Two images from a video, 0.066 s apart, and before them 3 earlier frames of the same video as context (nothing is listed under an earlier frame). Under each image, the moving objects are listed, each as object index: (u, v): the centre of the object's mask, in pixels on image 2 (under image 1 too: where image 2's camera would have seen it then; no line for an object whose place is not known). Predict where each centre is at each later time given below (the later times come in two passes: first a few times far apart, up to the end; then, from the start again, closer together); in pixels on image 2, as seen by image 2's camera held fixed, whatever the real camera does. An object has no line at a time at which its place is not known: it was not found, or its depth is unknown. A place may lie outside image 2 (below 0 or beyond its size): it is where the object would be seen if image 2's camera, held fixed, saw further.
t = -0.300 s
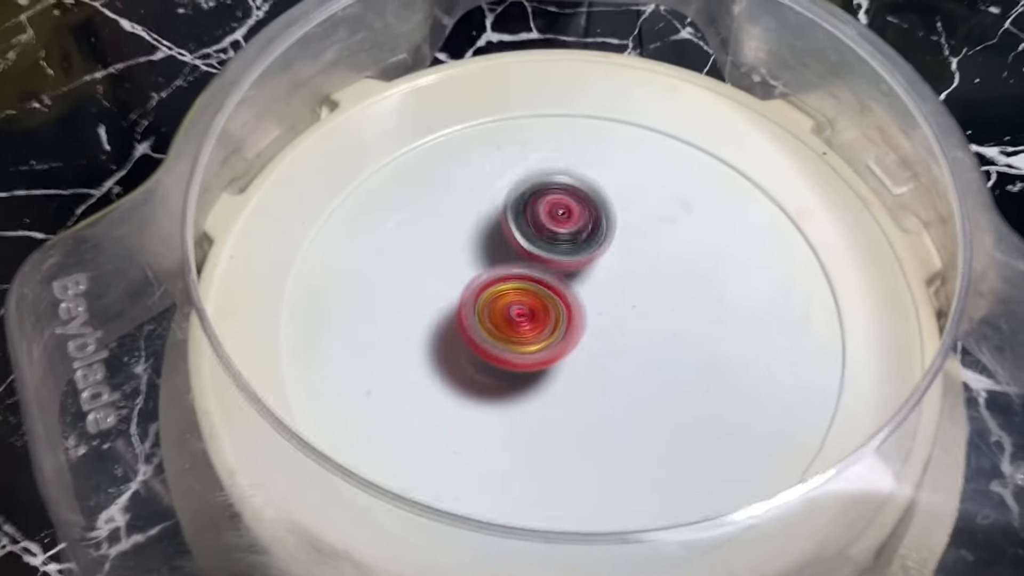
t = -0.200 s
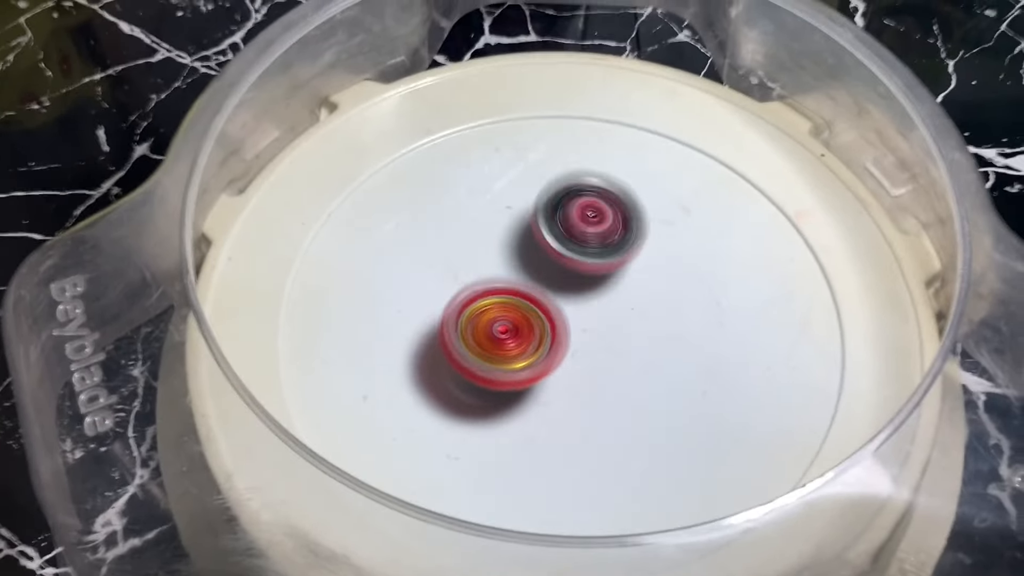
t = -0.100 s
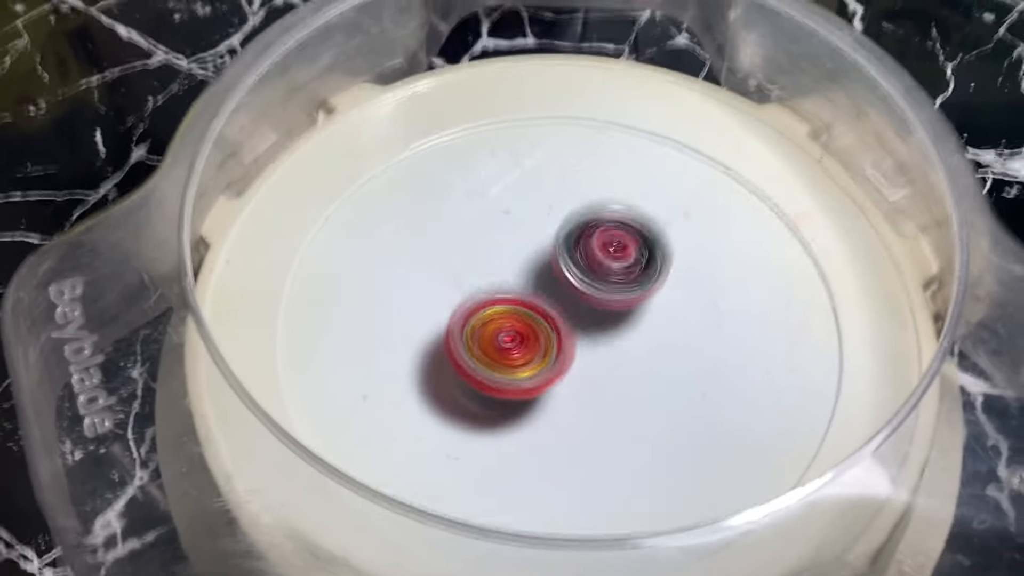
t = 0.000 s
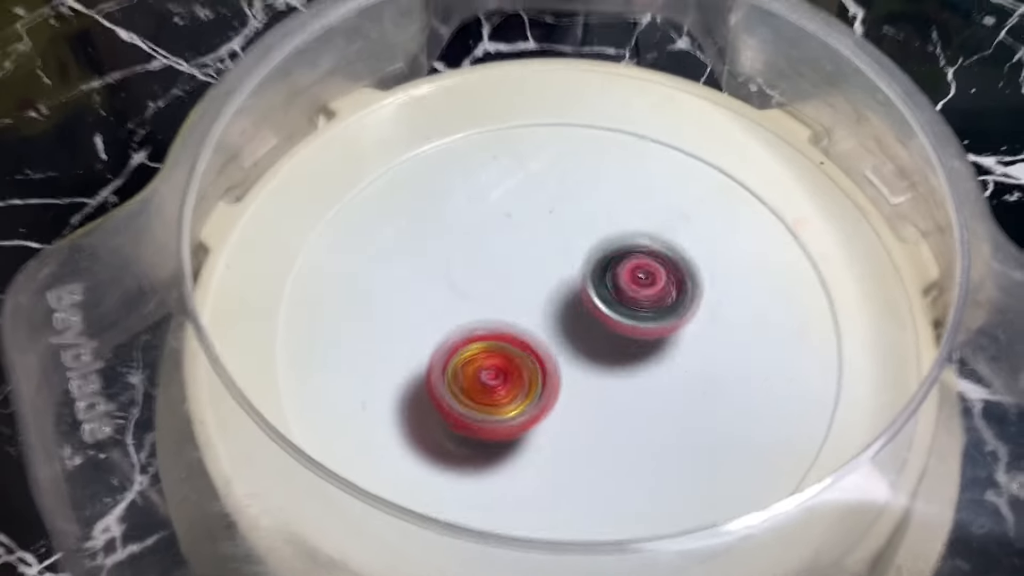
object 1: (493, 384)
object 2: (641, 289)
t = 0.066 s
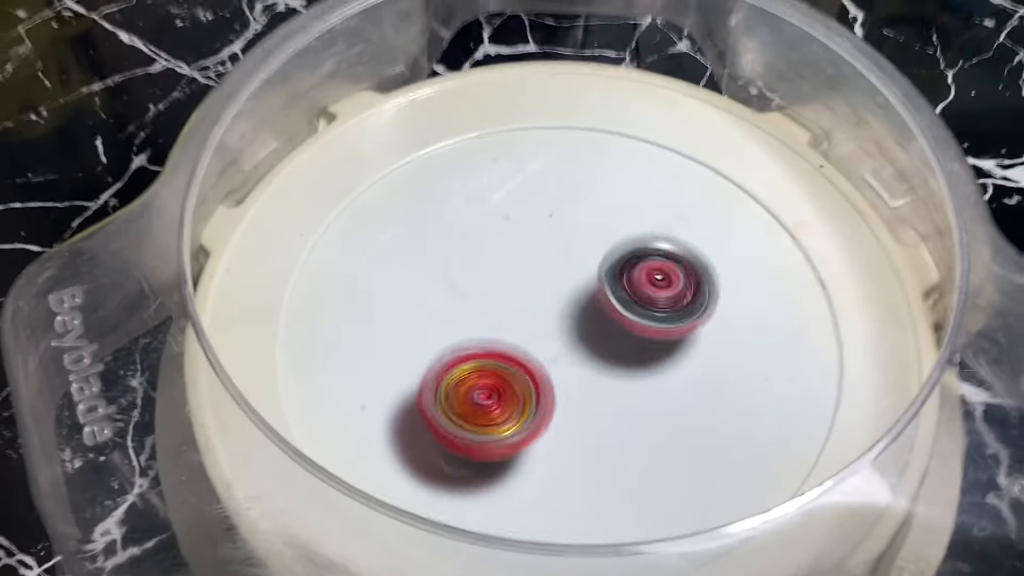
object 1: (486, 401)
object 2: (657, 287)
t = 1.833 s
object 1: (426, 338)
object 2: (574, 276)
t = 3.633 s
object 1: (453, 323)
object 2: (710, 245)
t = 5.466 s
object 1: (458, 303)
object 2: (583, 294)
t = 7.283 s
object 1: (484, 332)
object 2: (598, 279)
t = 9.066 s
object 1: (500, 360)
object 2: (585, 277)
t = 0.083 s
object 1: (486, 401)
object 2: (658, 286)
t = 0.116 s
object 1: (493, 401)
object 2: (659, 292)
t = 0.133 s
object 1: (499, 401)
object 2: (657, 292)
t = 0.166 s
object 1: (513, 396)
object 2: (654, 297)
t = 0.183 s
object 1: (519, 395)
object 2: (649, 301)
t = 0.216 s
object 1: (531, 387)
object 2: (639, 306)
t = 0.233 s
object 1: (533, 388)
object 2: (634, 314)
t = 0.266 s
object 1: (503, 412)
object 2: (665, 283)
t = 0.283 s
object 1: (490, 423)
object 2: (682, 265)
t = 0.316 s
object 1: (472, 440)
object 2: (705, 232)
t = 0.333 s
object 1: (465, 449)
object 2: (714, 215)
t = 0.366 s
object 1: (456, 461)
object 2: (728, 193)
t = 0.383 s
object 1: (455, 466)
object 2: (734, 189)
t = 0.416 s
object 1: (459, 475)
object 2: (736, 163)
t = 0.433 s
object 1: (463, 478)
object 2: (735, 151)
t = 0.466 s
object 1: (476, 484)
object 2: (729, 143)
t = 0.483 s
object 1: (483, 487)
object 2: (725, 145)
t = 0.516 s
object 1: (504, 491)
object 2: (712, 164)
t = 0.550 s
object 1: (527, 490)
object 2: (697, 183)
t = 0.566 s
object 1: (540, 489)
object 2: (691, 180)
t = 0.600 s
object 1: (554, 483)
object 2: (679, 183)
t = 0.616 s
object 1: (561, 478)
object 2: (669, 193)
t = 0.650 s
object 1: (570, 460)
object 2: (647, 227)
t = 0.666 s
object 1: (571, 451)
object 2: (636, 248)
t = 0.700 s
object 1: (570, 428)
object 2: (610, 302)
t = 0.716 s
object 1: (568, 417)
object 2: (602, 299)
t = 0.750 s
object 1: (556, 412)
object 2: (583, 288)
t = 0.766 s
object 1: (548, 412)
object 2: (574, 281)
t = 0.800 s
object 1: (530, 409)
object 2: (554, 283)
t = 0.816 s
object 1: (523, 405)
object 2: (544, 290)
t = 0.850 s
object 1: (507, 400)
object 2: (532, 275)
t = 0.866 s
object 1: (501, 399)
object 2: (524, 266)
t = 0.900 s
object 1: (490, 397)
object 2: (510, 260)
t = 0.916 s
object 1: (485, 394)
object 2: (502, 263)
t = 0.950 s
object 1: (475, 392)
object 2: (498, 248)
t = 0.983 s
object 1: (470, 385)
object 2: (494, 248)
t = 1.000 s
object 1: (468, 384)
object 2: (491, 252)
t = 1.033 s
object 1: (466, 385)
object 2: (493, 254)
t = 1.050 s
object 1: (465, 384)
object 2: (497, 248)
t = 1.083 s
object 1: (465, 385)
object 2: (506, 248)
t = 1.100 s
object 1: (463, 387)
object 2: (510, 256)
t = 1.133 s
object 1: (463, 386)
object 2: (515, 276)
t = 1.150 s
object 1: (463, 385)
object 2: (522, 274)
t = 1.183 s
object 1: (463, 385)
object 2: (533, 279)
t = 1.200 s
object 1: (463, 386)
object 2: (537, 290)
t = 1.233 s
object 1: (453, 395)
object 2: (556, 302)
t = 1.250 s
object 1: (446, 402)
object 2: (567, 292)
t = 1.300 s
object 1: (438, 414)
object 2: (600, 287)
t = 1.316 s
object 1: (439, 417)
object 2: (608, 293)
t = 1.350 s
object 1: (444, 422)
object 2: (626, 285)
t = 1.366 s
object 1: (449, 422)
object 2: (633, 281)
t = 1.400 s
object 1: (466, 418)
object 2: (647, 277)
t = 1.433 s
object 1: (480, 413)
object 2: (653, 278)
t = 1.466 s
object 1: (493, 405)
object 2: (653, 272)
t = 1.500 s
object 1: (504, 396)
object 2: (648, 279)
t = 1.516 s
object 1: (508, 391)
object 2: (648, 281)
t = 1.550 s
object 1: (516, 382)
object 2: (644, 286)
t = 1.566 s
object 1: (520, 375)
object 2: (640, 286)
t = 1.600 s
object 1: (522, 365)
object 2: (627, 295)
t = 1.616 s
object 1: (520, 359)
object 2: (620, 297)
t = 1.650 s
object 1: (503, 352)
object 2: (621, 294)
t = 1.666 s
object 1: (495, 350)
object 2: (621, 292)
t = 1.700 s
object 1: (479, 347)
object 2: (620, 287)
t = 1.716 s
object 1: (471, 347)
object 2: (618, 285)
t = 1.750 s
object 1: (455, 341)
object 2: (609, 282)
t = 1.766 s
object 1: (448, 339)
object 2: (603, 281)
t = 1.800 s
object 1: (434, 337)
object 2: (586, 276)
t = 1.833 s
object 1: (426, 338)
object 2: (574, 276)
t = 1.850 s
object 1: (424, 339)
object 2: (569, 275)
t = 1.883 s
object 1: (419, 341)
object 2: (560, 273)
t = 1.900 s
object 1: (420, 341)
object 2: (555, 273)
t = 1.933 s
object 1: (422, 343)
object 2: (542, 276)
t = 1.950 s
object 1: (423, 343)
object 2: (536, 275)
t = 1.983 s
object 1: (428, 349)
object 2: (526, 273)
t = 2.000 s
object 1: (433, 351)
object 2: (521, 272)
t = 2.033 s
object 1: (444, 355)
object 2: (513, 272)
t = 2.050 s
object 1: (445, 357)
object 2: (513, 272)
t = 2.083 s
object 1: (442, 371)
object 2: (527, 249)
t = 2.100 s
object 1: (441, 374)
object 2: (534, 241)
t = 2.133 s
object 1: (441, 377)
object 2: (547, 227)
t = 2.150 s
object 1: (444, 378)
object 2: (551, 221)
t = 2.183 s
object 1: (452, 375)
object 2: (558, 214)
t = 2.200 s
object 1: (457, 373)
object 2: (563, 211)
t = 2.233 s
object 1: (467, 366)
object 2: (571, 213)
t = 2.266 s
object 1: (475, 358)
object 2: (583, 220)
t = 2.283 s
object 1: (477, 355)
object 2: (588, 225)
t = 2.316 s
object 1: (486, 349)
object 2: (597, 233)
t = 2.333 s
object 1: (490, 346)
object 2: (599, 240)
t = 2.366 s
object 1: (496, 338)
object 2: (601, 256)
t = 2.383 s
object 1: (498, 336)
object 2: (600, 264)
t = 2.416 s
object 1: (490, 331)
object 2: (608, 276)
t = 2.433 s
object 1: (471, 335)
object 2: (626, 273)
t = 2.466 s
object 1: (445, 340)
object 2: (658, 270)
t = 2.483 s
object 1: (436, 341)
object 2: (672, 270)
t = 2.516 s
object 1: (421, 344)
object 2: (695, 271)
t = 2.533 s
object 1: (417, 347)
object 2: (704, 271)
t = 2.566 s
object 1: (414, 357)
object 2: (717, 273)
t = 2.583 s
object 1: (413, 360)
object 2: (721, 276)
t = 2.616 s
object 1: (415, 366)
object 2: (723, 282)
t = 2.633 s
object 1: (419, 372)
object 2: (719, 286)
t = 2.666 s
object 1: (430, 381)
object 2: (706, 303)
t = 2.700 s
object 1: (438, 387)
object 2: (693, 307)
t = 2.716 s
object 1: (442, 390)
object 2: (685, 313)
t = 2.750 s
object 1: (456, 390)
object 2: (666, 320)
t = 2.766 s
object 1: (461, 389)
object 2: (656, 327)
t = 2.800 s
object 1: (471, 386)
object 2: (632, 334)
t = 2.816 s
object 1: (477, 385)
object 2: (620, 339)
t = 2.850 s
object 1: (482, 381)
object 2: (603, 341)
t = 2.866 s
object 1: (468, 386)
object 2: (611, 331)
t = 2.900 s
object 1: (446, 391)
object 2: (624, 314)
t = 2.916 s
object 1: (437, 393)
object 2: (628, 307)
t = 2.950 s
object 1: (429, 396)
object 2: (639, 290)
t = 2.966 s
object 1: (429, 399)
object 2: (643, 285)
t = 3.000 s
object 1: (430, 402)
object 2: (650, 277)
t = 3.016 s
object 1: (431, 406)
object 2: (651, 275)
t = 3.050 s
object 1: (443, 413)
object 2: (653, 268)
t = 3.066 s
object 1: (449, 414)
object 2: (655, 268)
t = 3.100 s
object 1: (458, 413)
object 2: (650, 270)
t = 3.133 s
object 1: (469, 411)
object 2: (646, 278)
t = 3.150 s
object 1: (474, 409)
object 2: (642, 280)
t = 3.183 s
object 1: (481, 403)
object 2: (636, 284)
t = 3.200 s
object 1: (486, 401)
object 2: (631, 288)
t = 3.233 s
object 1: (494, 391)
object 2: (624, 291)
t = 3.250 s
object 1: (495, 387)
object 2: (621, 294)
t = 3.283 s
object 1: (500, 382)
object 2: (613, 297)
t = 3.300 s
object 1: (502, 378)
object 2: (609, 296)
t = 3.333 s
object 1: (500, 370)
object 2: (603, 295)
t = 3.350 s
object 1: (499, 366)
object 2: (599, 293)
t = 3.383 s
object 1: (497, 351)
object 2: (595, 289)
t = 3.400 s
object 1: (489, 351)
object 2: (602, 282)
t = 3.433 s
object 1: (470, 346)
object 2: (620, 262)
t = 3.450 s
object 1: (465, 344)
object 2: (629, 254)
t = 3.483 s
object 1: (456, 338)
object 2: (648, 242)
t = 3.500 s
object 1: (452, 336)
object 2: (655, 237)
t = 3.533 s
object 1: (450, 332)
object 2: (673, 230)
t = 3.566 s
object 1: (448, 328)
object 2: (687, 230)
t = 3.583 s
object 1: (449, 326)
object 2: (693, 231)
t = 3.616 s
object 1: (454, 323)
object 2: (706, 238)
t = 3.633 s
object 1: (453, 323)
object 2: (710, 245)
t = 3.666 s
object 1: (459, 323)
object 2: (713, 262)
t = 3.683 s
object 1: (463, 324)
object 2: (711, 272)
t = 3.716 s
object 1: (466, 324)
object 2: (703, 290)
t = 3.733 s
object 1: (470, 325)
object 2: (697, 298)
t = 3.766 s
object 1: (478, 325)
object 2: (684, 311)
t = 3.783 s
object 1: (480, 326)
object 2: (677, 316)
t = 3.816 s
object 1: (487, 328)
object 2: (655, 324)
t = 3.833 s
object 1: (490, 327)
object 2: (642, 329)
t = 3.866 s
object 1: (488, 327)
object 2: (618, 332)
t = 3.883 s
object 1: (481, 324)
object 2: (617, 333)
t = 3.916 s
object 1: (462, 318)
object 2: (623, 338)
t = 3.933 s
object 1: (456, 315)
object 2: (627, 339)
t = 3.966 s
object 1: (450, 308)
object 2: (632, 336)
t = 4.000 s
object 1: (447, 303)
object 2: (632, 336)
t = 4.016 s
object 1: (448, 302)
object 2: (631, 336)
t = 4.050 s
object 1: (447, 299)
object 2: (621, 334)
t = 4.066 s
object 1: (449, 300)
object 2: (613, 334)
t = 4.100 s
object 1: (453, 299)
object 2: (596, 329)
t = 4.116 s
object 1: (452, 300)
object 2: (583, 325)
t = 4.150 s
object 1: (439, 299)
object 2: (579, 319)
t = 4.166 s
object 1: (429, 296)
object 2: (584, 317)
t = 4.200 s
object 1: (411, 297)
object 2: (593, 318)
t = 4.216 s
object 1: (407, 297)
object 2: (599, 319)
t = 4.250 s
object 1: (400, 298)
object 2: (614, 319)
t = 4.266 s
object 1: (399, 301)
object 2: (622, 320)
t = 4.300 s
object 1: (405, 303)
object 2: (637, 317)
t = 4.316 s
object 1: (405, 305)
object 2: (643, 316)
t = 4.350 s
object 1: (415, 313)
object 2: (652, 313)
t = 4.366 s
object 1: (421, 315)
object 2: (654, 311)
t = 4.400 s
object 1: (428, 322)
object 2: (653, 306)
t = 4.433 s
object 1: (441, 327)
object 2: (646, 301)
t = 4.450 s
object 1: (444, 329)
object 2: (639, 300)
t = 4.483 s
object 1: (458, 334)
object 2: (623, 296)
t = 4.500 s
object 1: (463, 335)
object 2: (613, 297)
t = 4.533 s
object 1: (472, 338)
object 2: (592, 301)
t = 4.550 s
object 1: (472, 338)
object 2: (589, 303)
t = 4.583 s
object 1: (464, 339)
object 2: (584, 305)
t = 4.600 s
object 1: (464, 338)
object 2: (583, 307)
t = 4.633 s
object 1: (457, 335)
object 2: (587, 314)
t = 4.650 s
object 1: (453, 335)
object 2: (593, 315)
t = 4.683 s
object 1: (449, 334)
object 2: (604, 321)
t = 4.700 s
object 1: (446, 333)
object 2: (610, 323)
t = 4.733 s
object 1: (449, 333)
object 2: (613, 324)
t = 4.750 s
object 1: (449, 333)
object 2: (614, 323)
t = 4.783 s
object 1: (455, 332)
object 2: (614, 318)
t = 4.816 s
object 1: (460, 331)
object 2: (611, 313)
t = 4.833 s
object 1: (465, 332)
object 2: (605, 309)
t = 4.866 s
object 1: (472, 331)
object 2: (598, 304)
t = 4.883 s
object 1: (476, 332)
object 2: (595, 302)
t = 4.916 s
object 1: (474, 332)
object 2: (599, 298)
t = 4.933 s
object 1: (473, 334)
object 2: (602, 297)
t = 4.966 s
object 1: (474, 334)
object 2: (604, 299)
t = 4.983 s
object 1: (473, 335)
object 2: (607, 299)
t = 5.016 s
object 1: (477, 336)
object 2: (609, 304)
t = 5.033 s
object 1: (475, 334)
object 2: (614, 306)
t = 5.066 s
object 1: (480, 335)
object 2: (622, 313)
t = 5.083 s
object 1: (479, 332)
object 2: (627, 314)
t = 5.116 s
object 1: (484, 331)
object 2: (634, 314)
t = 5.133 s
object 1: (485, 327)
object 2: (639, 315)
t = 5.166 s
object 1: (489, 326)
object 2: (640, 310)
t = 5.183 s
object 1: (492, 321)
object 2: (638, 308)
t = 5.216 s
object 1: (495, 319)
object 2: (629, 307)
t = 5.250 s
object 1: (494, 313)
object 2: (621, 308)
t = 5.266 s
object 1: (489, 313)
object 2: (620, 310)
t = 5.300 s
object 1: (484, 308)
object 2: (612, 308)
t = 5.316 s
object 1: (481, 306)
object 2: (608, 307)
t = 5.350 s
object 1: (474, 304)
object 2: (601, 303)
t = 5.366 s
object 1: (471, 303)
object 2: (597, 301)
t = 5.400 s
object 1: (466, 300)
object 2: (595, 298)
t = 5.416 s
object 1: (462, 302)
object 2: (592, 296)
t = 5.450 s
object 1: (461, 301)
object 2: (586, 294)
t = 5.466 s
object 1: (458, 303)
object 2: (583, 294)
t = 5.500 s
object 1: (455, 305)
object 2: (580, 294)
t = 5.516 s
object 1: (452, 305)
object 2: (581, 295)
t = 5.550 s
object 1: (450, 309)
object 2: (578, 299)
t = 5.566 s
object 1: (448, 310)
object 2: (576, 302)
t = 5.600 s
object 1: (447, 313)
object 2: (578, 309)
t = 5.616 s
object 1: (441, 314)
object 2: (583, 314)
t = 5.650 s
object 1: (438, 315)
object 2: (591, 322)
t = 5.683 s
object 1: (436, 320)
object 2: (601, 330)
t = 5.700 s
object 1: (437, 320)
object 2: (605, 333)
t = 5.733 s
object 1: (440, 325)
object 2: (615, 337)
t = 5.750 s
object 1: (442, 325)
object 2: (620, 336)
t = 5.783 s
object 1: (448, 329)
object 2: (627, 334)
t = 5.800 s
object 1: (450, 328)
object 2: (630, 333)
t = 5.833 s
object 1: (458, 332)
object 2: (629, 325)
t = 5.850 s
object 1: (460, 330)
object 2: (627, 322)
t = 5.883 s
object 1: (471, 331)
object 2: (615, 316)
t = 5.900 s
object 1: (473, 330)
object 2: (608, 315)
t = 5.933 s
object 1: (475, 327)
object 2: (602, 316)
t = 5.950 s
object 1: (465, 326)
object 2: (605, 314)
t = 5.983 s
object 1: (458, 323)
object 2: (611, 321)
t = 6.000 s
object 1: (454, 325)
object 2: (611, 322)
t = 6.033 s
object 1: (453, 325)
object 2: (610, 329)
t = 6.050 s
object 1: (453, 327)
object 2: (609, 331)
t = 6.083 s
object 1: (456, 328)
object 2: (610, 331)
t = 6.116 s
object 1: (463, 329)
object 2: (612, 328)
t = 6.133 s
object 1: (464, 332)
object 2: (610, 325)
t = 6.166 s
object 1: (470, 334)
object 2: (610, 321)
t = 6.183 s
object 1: (472, 337)
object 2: (610, 317)
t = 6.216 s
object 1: (475, 337)
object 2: (606, 310)
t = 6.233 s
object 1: (480, 339)
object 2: (604, 308)
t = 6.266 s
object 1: (481, 338)
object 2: (599, 300)
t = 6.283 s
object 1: (483, 338)
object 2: (595, 295)
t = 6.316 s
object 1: (482, 337)
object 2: (589, 287)
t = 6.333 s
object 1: (484, 337)
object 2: (588, 283)
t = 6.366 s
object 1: (481, 337)
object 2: (580, 279)
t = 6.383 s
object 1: (478, 335)
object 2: (577, 278)
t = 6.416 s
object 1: (476, 335)
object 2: (574, 276)
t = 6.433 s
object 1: (473, 334)
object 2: (573, 276)
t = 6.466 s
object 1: (459, 341)
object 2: (587, 271)
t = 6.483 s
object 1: (451, 345)
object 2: (597, 267)
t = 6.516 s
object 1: (442, 351)
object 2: (614, 259)
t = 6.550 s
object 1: (438, 358)
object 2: (630, 258)
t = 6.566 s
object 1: (436, 361)
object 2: (639, 257)
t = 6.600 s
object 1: (438, 365)
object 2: (652, 257)
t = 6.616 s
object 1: (440, 366)
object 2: (661, 256)
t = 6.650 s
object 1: (446, 370)
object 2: (675, 257)
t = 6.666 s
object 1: (452, 372)
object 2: (681, 259)
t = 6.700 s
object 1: (459, 373)
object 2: (692, 265)
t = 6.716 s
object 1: (465, 374)
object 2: (696, 270)
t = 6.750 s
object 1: (473, 375)
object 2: (697, 281)
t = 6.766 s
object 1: (476, 374)
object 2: (696, 286)
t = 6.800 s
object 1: (486, 375)
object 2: (695, 297)
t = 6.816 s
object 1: (489, 374)
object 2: (693, 301)
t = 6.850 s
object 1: (498, 372)
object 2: (688, 309)
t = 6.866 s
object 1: (503, 373)
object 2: (685, 315)
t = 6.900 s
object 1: (511, 367)
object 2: (676, 319)
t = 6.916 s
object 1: (518, 364)
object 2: (672, 319)
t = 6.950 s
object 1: (525, 358)
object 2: (663, 320)
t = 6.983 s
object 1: (531, 350)
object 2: (653, 318)
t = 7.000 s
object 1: (525, 346)
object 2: (657, 314)
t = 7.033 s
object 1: (510, 342)
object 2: (671, 298)
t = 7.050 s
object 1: (502, 341)
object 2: (676, 289)
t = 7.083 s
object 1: (492, 337)
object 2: (678, 277)
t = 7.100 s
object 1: (490, 336)
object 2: (679, 273)
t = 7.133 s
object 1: (485, 334)
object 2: (672, 268)
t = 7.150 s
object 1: (485, 333)
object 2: (665, 266)
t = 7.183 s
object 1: (483, 331)
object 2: (651, 265)
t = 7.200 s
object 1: (481, 330)
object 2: (643, 267)
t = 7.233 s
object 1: (483, 330)
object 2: (625, 270)
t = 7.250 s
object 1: (483, 331)
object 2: (615, 272)
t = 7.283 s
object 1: (484, 332)
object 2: (598, 279)
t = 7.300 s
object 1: (483, 333)
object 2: (591, 285)
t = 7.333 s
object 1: (471, 339)
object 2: (597, 286)
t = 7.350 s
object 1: (466, 341)
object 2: (600, 284)
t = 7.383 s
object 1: (460, 344)
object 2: (605, 284)
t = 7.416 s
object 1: (456, 348)
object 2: (612, 287)
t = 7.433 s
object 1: (454, 347)
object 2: (614, 288)
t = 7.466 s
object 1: (455, 349)
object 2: (619, 292)
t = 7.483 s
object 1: (455, 351)
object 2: (624, 296)
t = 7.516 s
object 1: (457, 352)
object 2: (628, 300)
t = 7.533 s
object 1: (460, 353)
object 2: (630, 301)
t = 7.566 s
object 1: (462, 353)
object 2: (635, 303)
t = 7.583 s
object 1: (462, 352)
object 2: (635, 305)
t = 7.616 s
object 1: (468, 350)
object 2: (634, 305)
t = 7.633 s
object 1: (469, 351)
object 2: (635, 303)
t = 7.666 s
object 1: (473, 349)
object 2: (631, 302)
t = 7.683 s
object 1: (479, 347)
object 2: (627, 298)
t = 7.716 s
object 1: (482, 344)
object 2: (620, 294)
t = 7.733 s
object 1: (485, 339)
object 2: (617, 292)
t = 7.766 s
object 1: (491, 336)
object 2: (607, 288)
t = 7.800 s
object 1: (495, 331)
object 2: (599, 281)
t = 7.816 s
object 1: (493, 333)
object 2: (600, 277)
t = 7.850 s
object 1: (490, 330)
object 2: (600, 268)
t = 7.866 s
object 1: (492, 329)
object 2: (596, 265)
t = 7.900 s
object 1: (492, 327)
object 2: (589, 263)
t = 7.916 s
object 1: (490, 325)
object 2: (585, 263)
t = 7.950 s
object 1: (488, 325)
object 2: (582, 263)
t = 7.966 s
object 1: (486, 325)
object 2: (582, 264)
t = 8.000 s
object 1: (484, 325)
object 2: (584, 266)
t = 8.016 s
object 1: (483, 323)
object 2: (584, 267)
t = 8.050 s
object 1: (484, 323)
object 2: (585, 271)
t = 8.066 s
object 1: (480, 324)
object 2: (585, 271)
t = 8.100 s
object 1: (476, 328)
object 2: (589, 273)
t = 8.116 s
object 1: (475, 331)
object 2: (591, 275)
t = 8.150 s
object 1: (473, 333)
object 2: (593, 281)
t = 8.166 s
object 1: (472, 333)
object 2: (592, 286)
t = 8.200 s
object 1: (474, 333)
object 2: (592, 292)
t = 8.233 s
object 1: (477, 335)
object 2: (592, 299)
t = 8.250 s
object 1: (479, 337)
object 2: (592, 304)
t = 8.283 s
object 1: (476, 339)
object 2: (596, 305)
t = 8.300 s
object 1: (474, 338)
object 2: (601, 306)
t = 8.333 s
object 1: (471, 340)
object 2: (609, 305)
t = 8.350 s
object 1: (470, 342)
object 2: (614, 303)
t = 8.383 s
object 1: (471, 344)
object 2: (620, 306)
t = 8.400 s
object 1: (474, 345)
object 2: (621, 305)
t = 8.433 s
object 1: (477, 347)
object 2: (626, 306)
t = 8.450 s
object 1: (477, 348)
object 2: (625, 307)
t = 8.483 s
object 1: (481, 348)
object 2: (626, 306)
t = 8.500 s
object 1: (485, 349)
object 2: (628, 308)
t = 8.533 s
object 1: (490, 349)
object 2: (625, 305)
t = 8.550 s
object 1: (491, 348)
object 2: (625, 304)
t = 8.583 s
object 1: (495, 347)
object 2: (622, 303)
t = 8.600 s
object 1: (500, 347)
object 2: (622, 300)
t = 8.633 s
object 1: (505, 344)
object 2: (619, 300)
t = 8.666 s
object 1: (507, 341)
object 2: (618, 296)
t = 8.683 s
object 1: (506, 341)
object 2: (619, 292)
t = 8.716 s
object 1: (508, 339)
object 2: (619, 289)
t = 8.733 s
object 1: (510, 338)
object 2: (617, 285)
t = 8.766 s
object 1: (511, 336)
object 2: (613, 282)
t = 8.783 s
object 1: (507, 337)
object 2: (615, 277)
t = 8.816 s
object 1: (494, 343)
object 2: (621, 265)
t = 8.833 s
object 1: (492, 346)
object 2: (624, 261)
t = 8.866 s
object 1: (486, 350)
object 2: (624, 257)
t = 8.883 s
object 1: (481, 352)
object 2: (623, 257)
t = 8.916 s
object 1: (481, 353)
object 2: (620, 258)
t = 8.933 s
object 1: (483, 355)
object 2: (618, 262)
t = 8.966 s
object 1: (486, 356)
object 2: (612, 264)
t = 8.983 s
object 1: (485, 357)
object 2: (609, 267)
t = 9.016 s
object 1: (490, 358)
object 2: (600, 270)
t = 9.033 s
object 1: (496, 359)
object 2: (593, 272)
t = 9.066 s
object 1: (500, 360)
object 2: (585, 277)
